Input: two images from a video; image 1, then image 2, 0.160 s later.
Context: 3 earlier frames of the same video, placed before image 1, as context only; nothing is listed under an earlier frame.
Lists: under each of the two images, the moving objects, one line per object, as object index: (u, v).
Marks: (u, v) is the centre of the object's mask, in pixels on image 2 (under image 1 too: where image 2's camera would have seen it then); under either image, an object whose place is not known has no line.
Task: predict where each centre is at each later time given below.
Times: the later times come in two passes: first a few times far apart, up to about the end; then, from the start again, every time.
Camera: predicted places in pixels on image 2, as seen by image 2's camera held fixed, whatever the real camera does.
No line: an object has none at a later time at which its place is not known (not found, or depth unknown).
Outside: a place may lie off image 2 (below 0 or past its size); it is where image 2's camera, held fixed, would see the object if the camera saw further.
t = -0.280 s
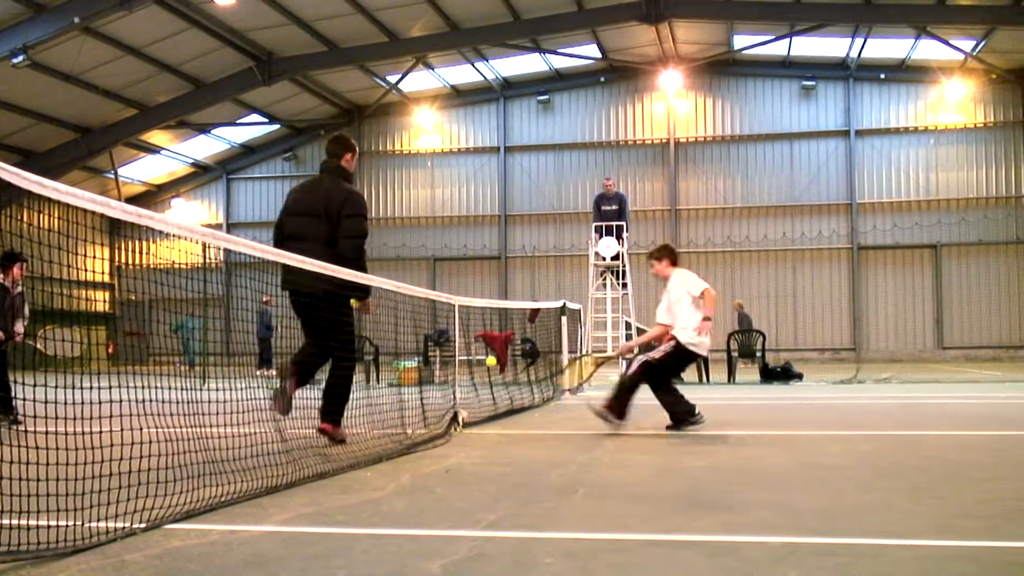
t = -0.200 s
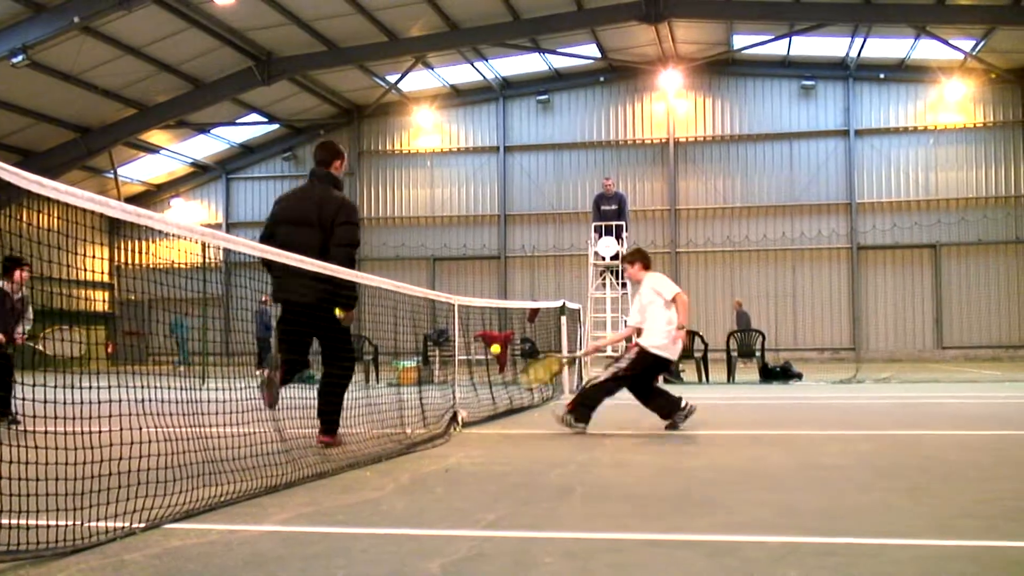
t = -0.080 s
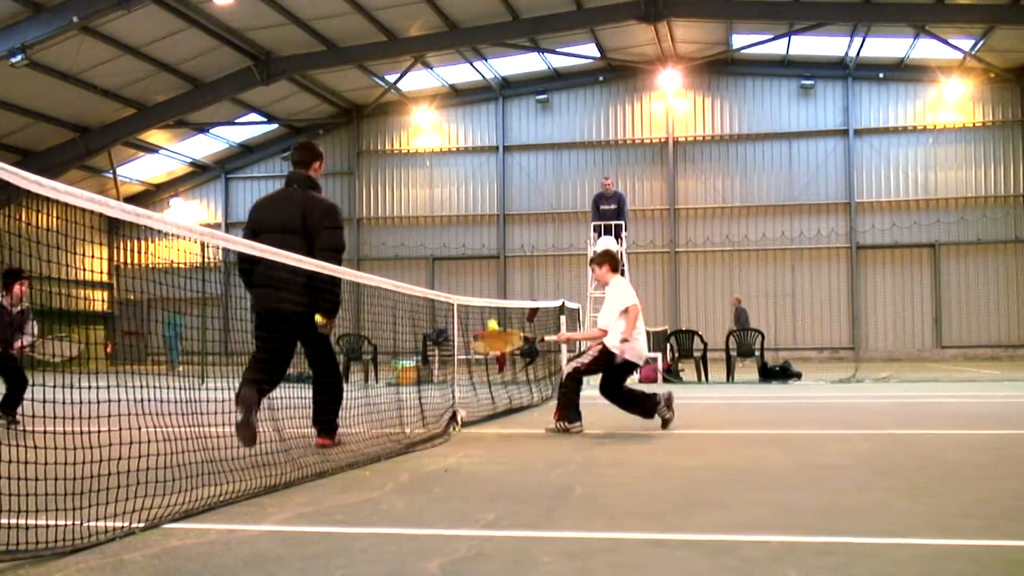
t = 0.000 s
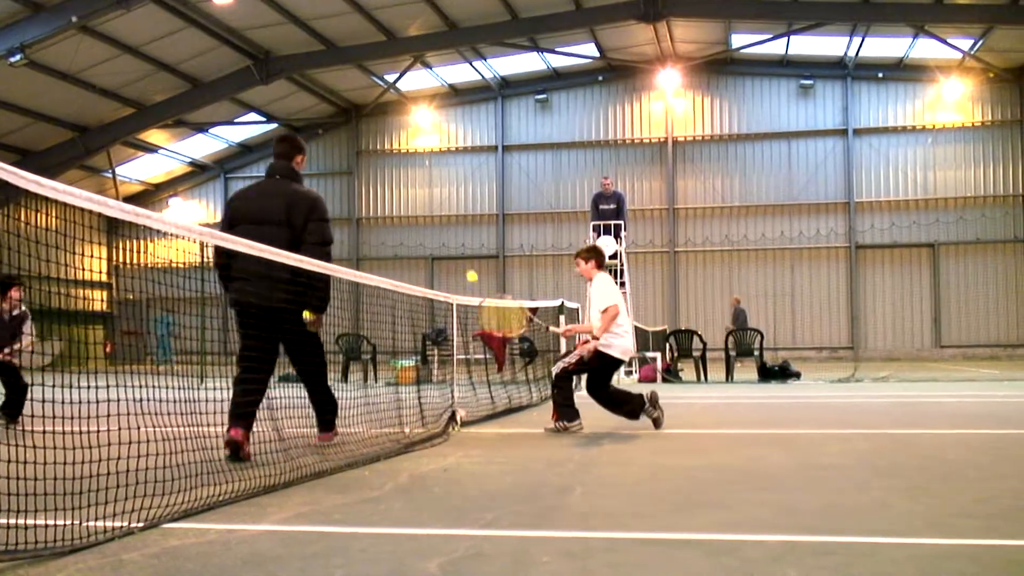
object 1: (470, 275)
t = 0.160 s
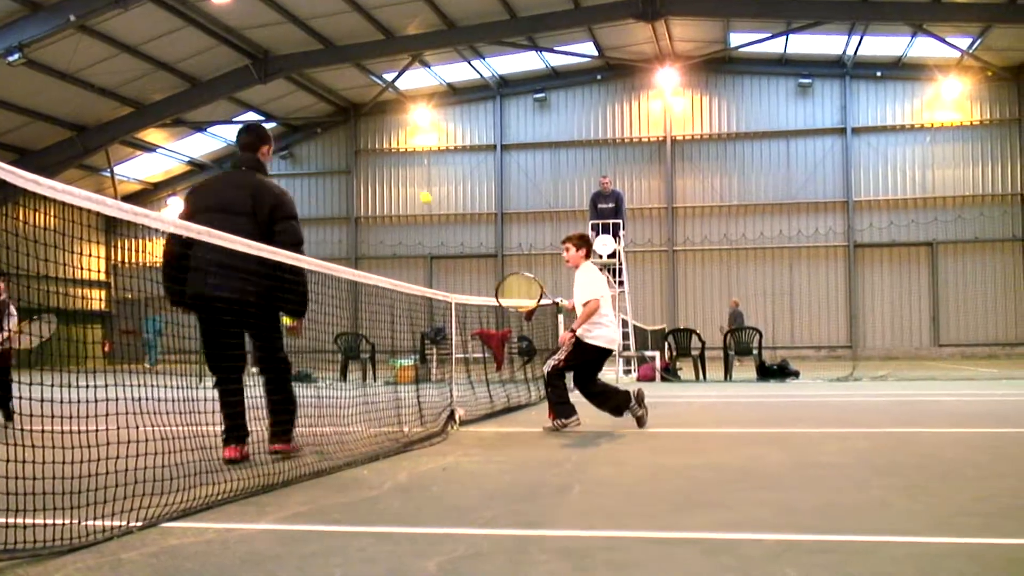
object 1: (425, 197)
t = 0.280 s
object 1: (387, 159)
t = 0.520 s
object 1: (298, 152)
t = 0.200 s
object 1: (413, 183)
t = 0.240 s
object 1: (401, 170)
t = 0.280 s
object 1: (387, 159)
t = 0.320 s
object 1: (374, 152)
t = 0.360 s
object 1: (360, 146)
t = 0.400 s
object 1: (345, 143)
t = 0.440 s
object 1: (330, 143)
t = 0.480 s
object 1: (314, 146)
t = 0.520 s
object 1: (298, 152)
